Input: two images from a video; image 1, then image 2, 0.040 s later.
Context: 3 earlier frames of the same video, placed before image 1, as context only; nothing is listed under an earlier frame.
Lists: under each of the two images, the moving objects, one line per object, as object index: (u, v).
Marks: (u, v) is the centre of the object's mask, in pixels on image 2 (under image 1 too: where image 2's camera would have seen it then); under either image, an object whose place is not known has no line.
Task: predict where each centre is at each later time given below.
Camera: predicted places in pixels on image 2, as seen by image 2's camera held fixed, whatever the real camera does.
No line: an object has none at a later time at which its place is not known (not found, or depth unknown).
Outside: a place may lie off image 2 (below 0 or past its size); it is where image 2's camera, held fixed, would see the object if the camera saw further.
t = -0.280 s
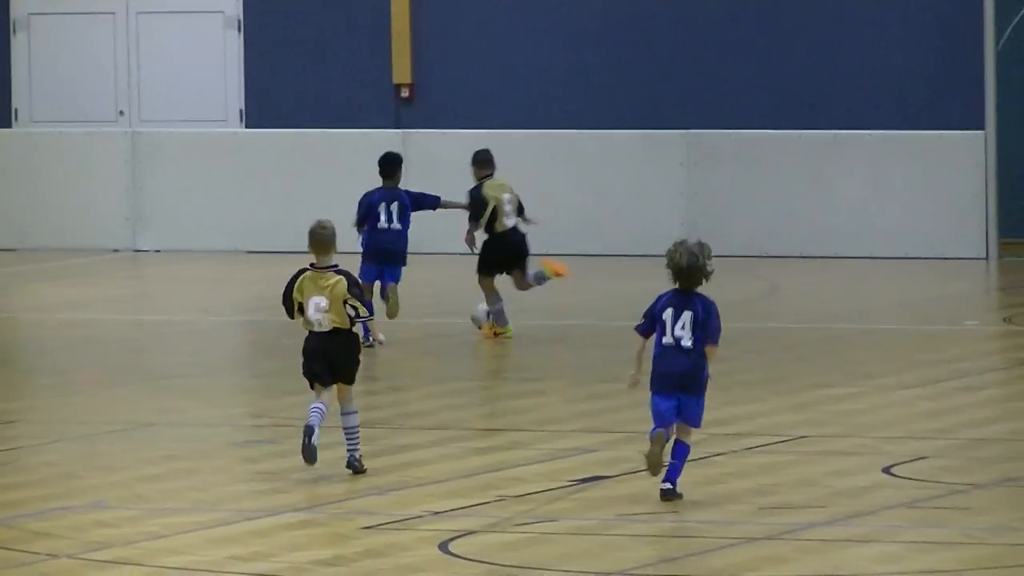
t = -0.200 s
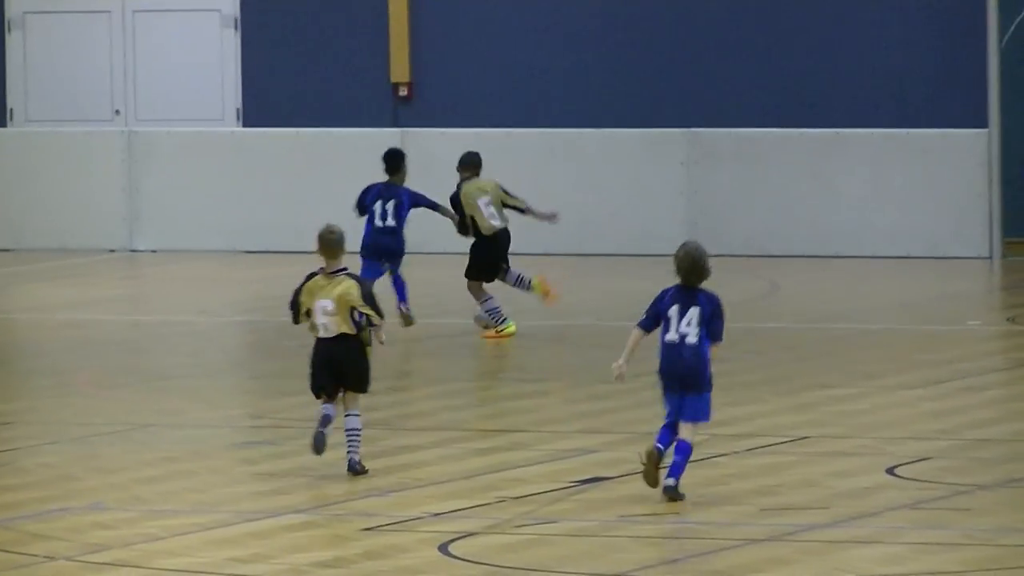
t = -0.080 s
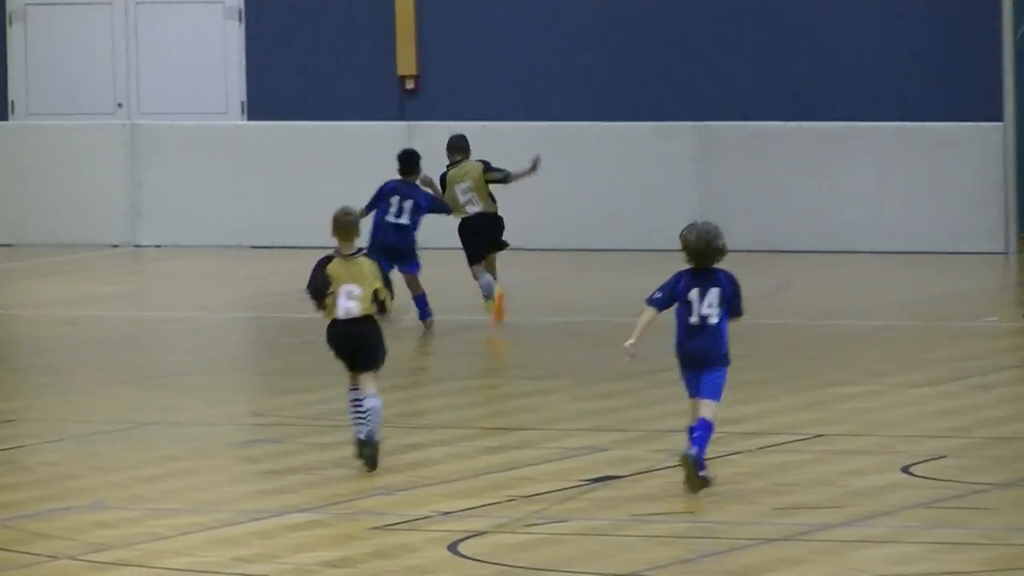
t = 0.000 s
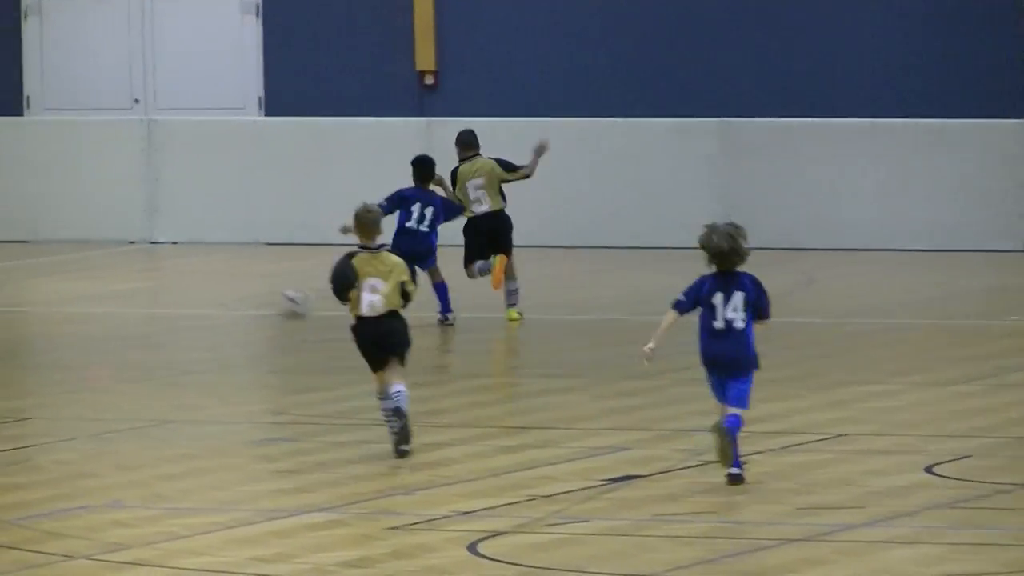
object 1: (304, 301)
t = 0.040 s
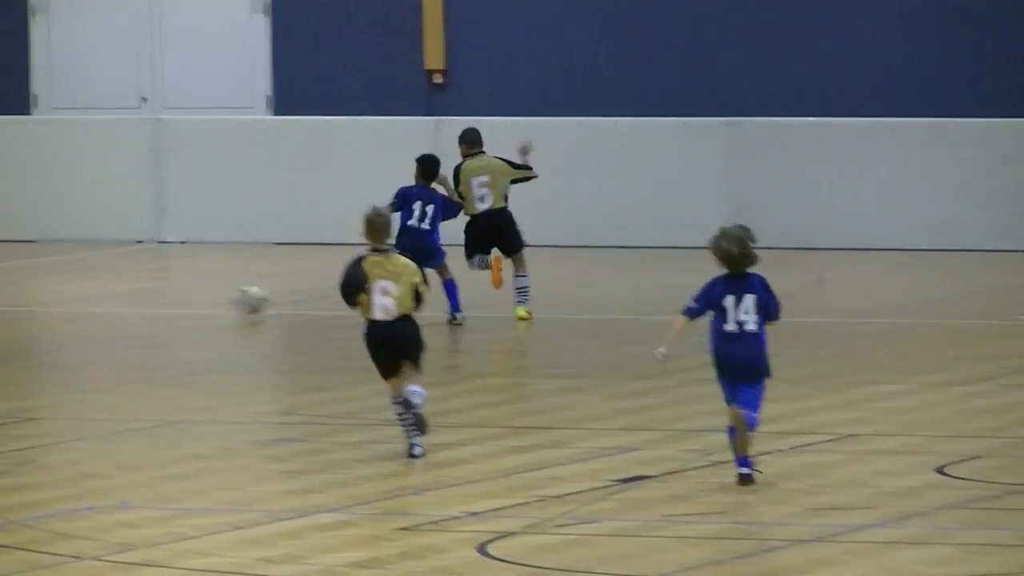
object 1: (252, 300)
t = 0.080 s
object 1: (199, 299)
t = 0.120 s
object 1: (153, 297)
